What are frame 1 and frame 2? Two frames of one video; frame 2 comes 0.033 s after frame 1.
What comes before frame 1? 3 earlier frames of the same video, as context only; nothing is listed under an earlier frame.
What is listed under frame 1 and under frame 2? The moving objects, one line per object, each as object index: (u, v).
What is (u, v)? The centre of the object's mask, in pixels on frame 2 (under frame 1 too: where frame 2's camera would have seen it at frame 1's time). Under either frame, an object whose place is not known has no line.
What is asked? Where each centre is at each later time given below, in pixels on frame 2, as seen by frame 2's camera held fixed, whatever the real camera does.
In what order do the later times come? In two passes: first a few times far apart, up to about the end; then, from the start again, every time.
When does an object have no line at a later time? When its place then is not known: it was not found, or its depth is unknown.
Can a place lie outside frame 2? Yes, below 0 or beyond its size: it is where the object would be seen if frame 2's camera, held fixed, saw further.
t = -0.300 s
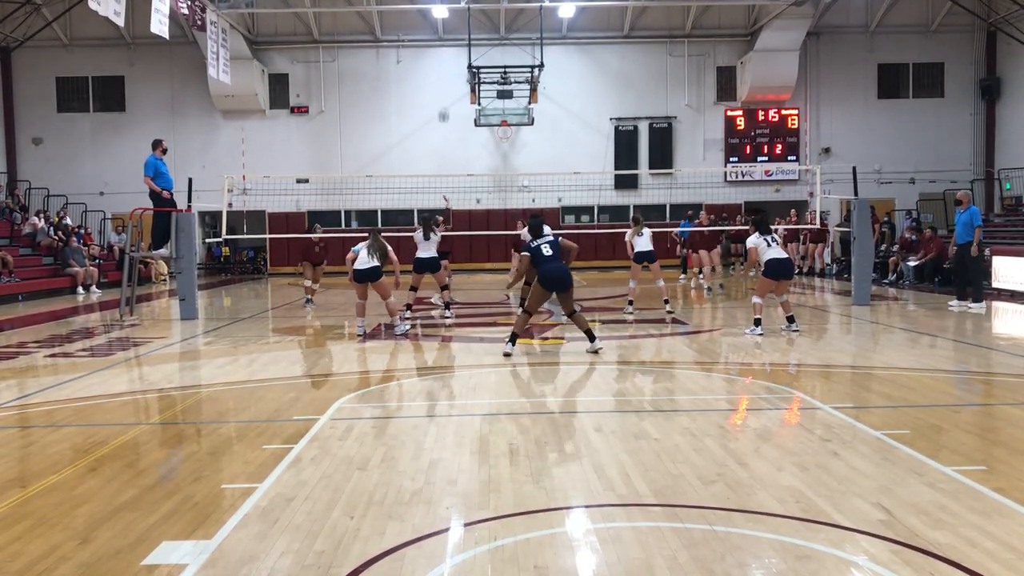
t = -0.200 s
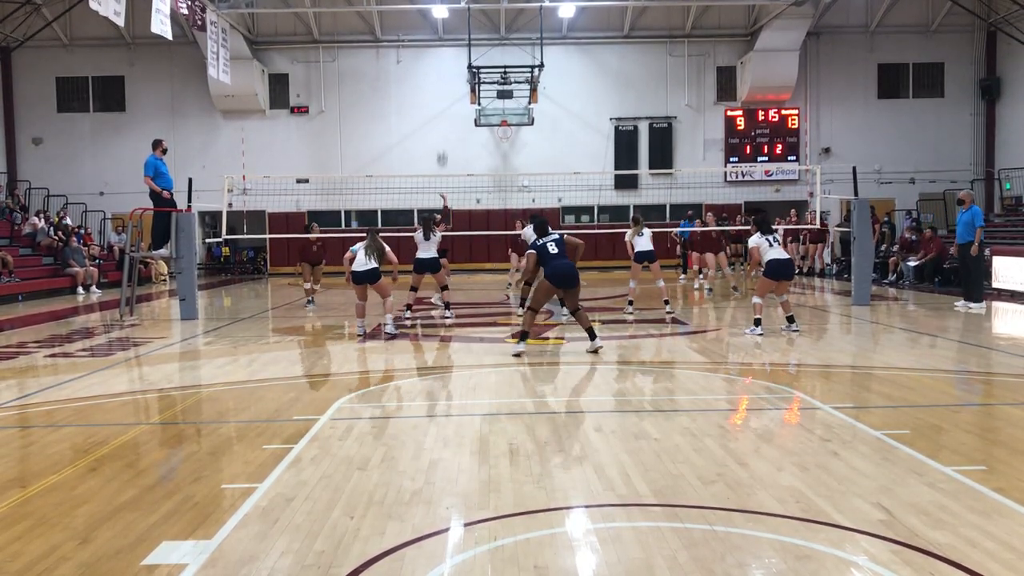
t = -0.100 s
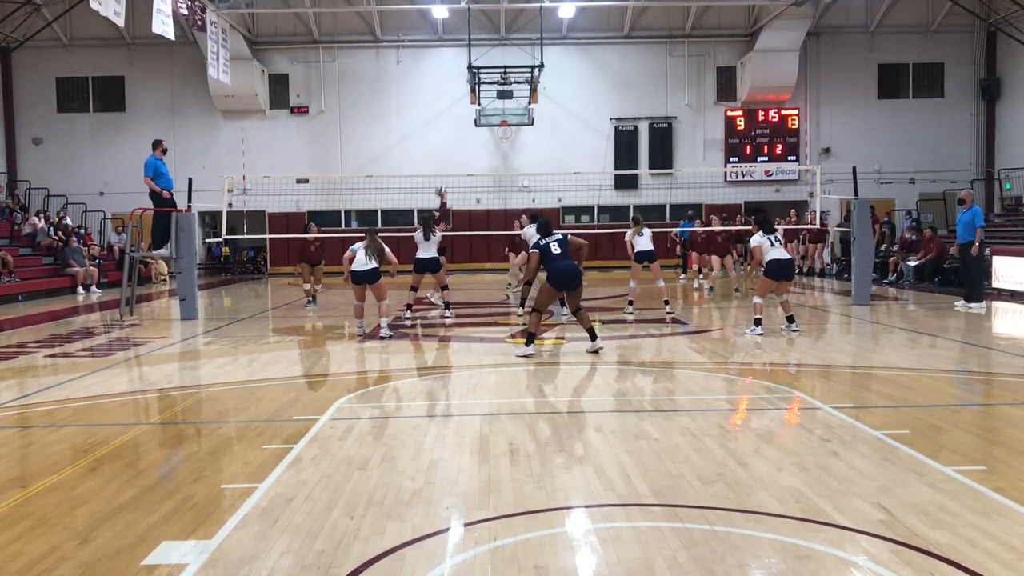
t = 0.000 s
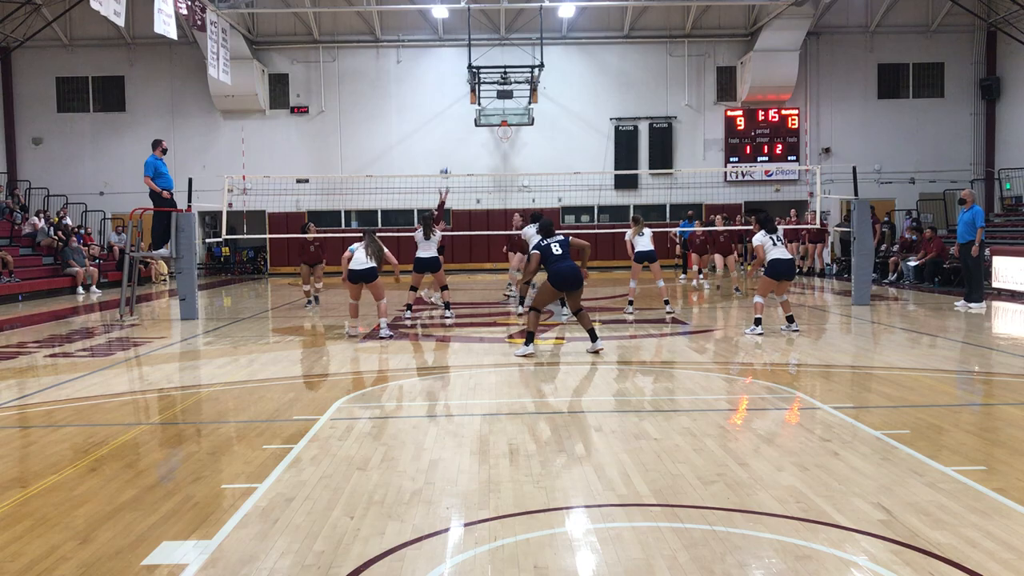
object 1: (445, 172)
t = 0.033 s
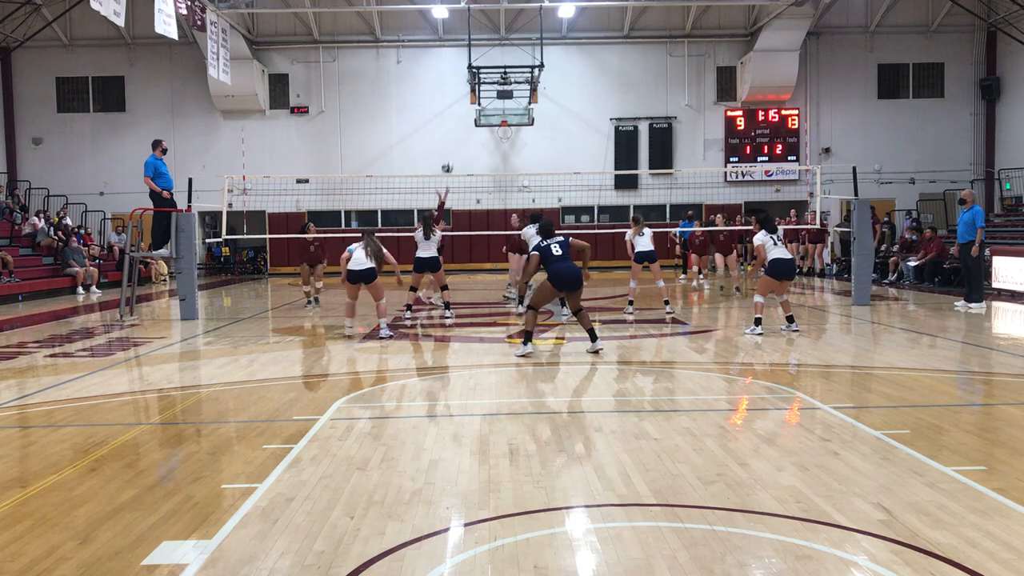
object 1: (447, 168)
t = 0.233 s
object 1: (457, 149)
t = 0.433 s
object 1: (468, 153)
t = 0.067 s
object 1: (448, 163)
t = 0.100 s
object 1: (450, 160)
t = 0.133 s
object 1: (452, 156)
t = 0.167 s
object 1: (453, 154)
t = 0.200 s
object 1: (455, 151)
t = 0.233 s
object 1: (457, 149)
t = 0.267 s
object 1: (459, 149)
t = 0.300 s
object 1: (461, 149)
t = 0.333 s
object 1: (463, 148)
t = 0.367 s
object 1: (464, 149)
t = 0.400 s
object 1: (466, 151)
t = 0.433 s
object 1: (468, 153)
